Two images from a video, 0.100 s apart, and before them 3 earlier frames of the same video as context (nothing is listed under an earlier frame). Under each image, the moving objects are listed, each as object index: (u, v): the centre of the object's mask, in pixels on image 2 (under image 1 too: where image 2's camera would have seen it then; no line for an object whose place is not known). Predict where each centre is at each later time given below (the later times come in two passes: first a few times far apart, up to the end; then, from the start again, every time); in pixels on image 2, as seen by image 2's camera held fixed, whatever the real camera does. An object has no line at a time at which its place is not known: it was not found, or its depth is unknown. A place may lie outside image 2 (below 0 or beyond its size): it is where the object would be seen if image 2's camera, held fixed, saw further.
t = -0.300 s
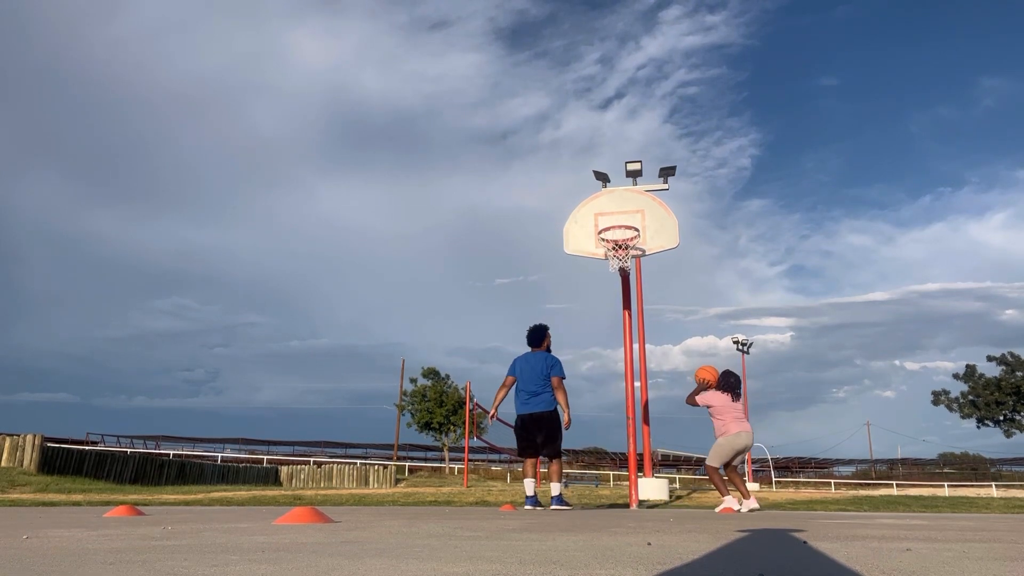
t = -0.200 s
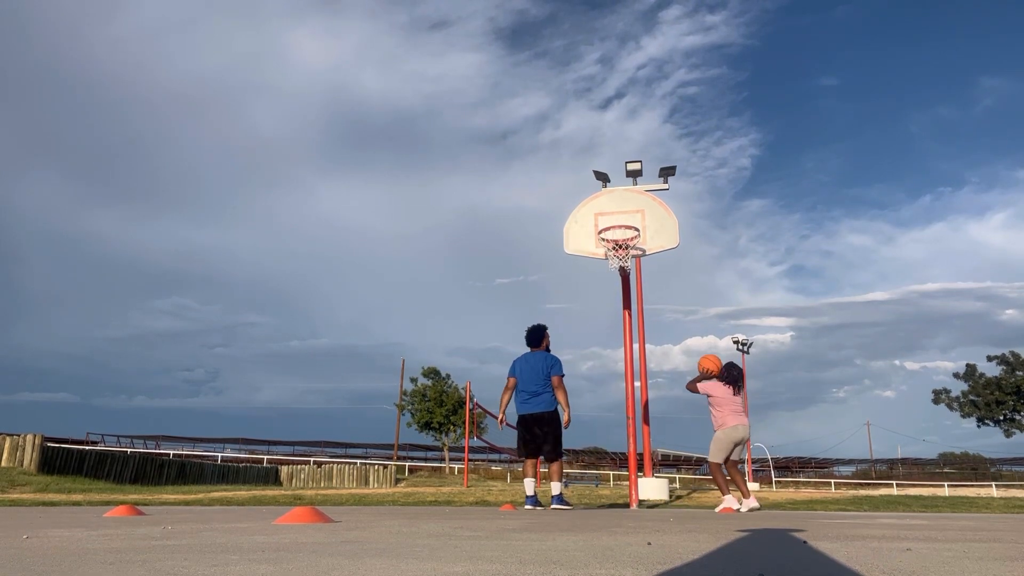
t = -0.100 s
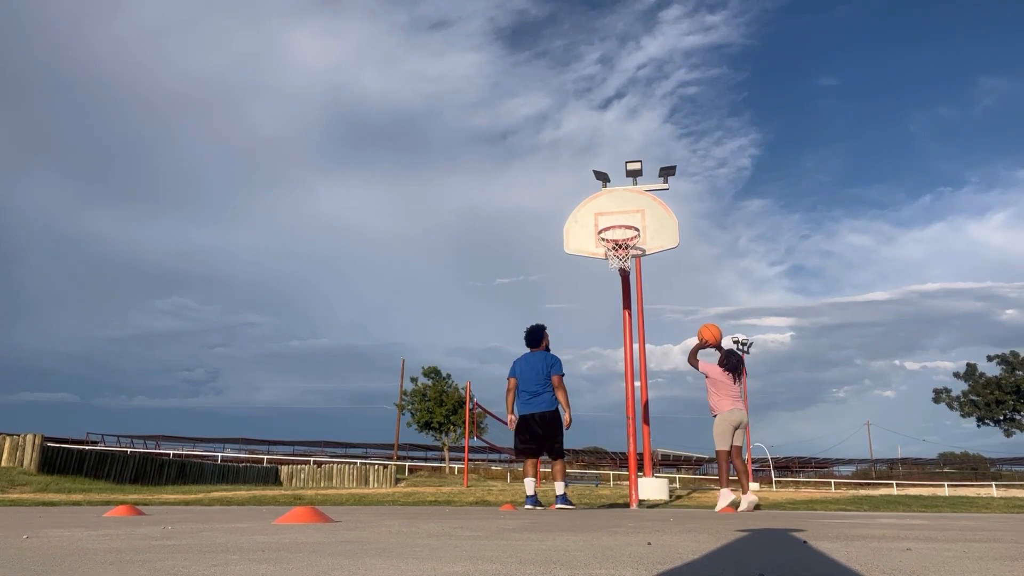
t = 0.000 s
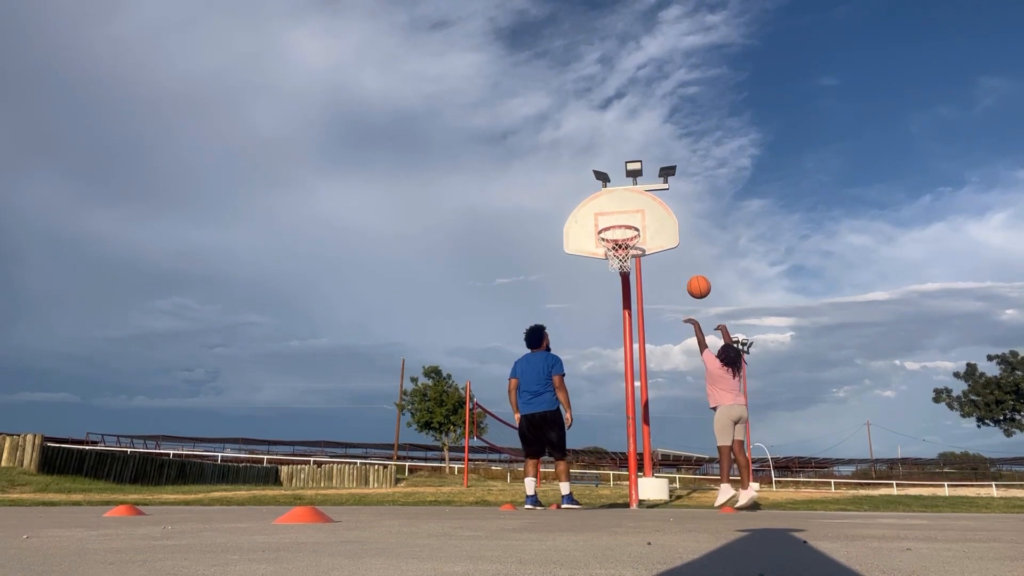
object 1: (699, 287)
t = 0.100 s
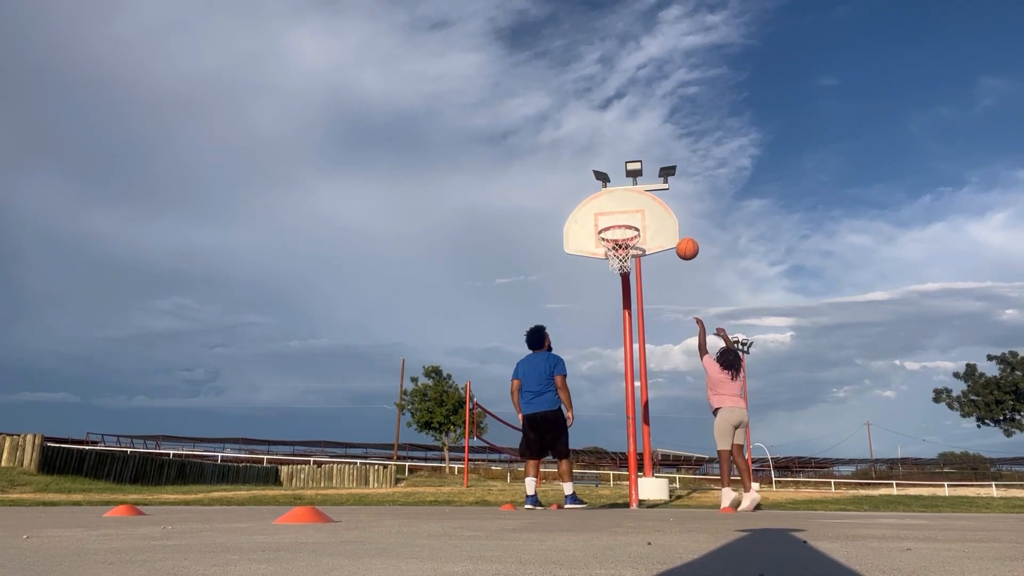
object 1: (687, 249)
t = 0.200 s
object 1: (677, 221)
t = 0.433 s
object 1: (655, 194)
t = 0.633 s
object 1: (640, 206)
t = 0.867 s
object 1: (614, 228)
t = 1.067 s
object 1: (623, 233)
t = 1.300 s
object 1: (623, 271)
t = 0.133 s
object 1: (684, 239)
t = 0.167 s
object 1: (680, 229)
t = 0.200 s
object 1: (677, 221)
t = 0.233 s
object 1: (673, 215)
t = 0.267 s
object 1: (670, 209)
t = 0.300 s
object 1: (667, 204)
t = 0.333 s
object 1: (664, 200)
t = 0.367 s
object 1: (661, 197)
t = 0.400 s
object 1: (658, 195)
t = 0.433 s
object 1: (655, 194)
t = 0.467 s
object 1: (652, 194)
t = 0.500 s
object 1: (650, 195)
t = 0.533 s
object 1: (647, 196)
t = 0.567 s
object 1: (645, 199)
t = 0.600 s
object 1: (642, 202)
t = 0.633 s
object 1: (640, 206)
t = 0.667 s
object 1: (637, 211)
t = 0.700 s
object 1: (635, 217)
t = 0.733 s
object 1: (633, 223)
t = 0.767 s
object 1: (629, 221)
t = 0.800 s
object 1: (624, 221)
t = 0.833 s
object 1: (619, 221)
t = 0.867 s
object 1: (614, 228)
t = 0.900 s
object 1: (612, 227)
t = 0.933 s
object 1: (610, 224)
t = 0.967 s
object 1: (614, 224)
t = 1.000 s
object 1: (619, 229)
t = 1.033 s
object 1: (621, 231)
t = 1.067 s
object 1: (623, 233)
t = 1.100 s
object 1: (623, 237)
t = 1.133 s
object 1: (624, 240)
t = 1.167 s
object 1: (624, 246)
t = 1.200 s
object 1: (625, 253)
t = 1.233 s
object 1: (624, 256)
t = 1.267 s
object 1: (623, 262)
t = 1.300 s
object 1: (623, 271)
